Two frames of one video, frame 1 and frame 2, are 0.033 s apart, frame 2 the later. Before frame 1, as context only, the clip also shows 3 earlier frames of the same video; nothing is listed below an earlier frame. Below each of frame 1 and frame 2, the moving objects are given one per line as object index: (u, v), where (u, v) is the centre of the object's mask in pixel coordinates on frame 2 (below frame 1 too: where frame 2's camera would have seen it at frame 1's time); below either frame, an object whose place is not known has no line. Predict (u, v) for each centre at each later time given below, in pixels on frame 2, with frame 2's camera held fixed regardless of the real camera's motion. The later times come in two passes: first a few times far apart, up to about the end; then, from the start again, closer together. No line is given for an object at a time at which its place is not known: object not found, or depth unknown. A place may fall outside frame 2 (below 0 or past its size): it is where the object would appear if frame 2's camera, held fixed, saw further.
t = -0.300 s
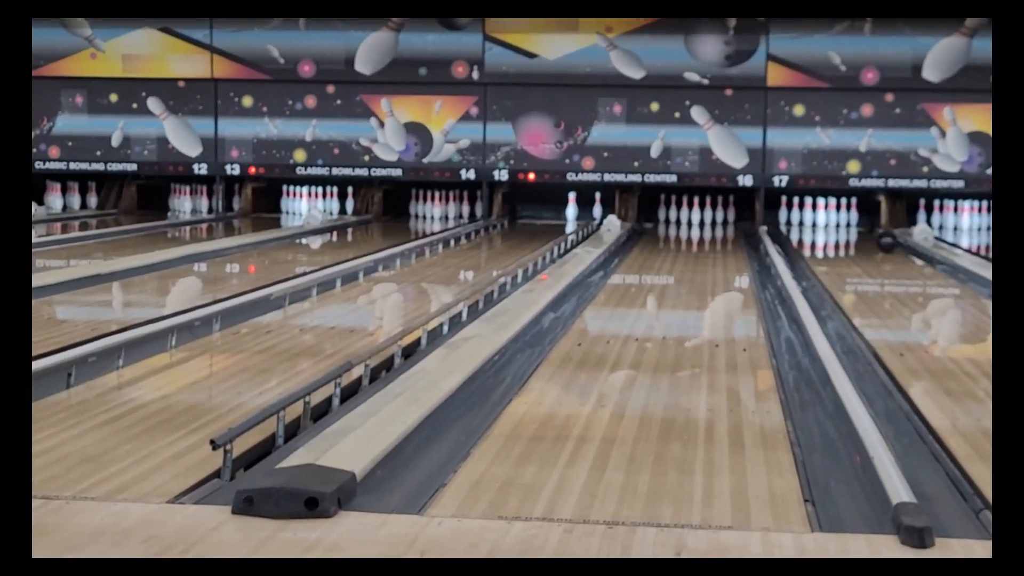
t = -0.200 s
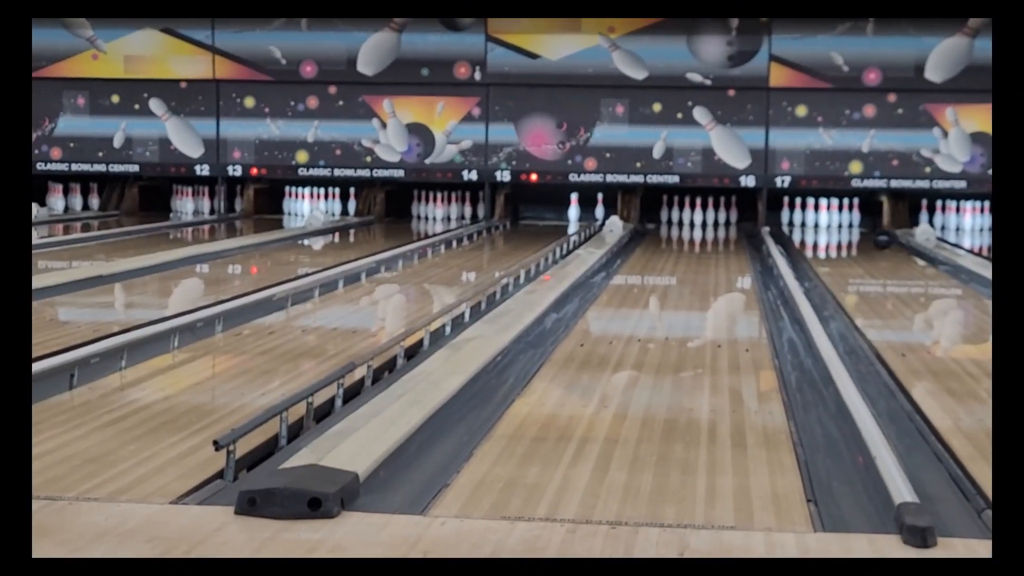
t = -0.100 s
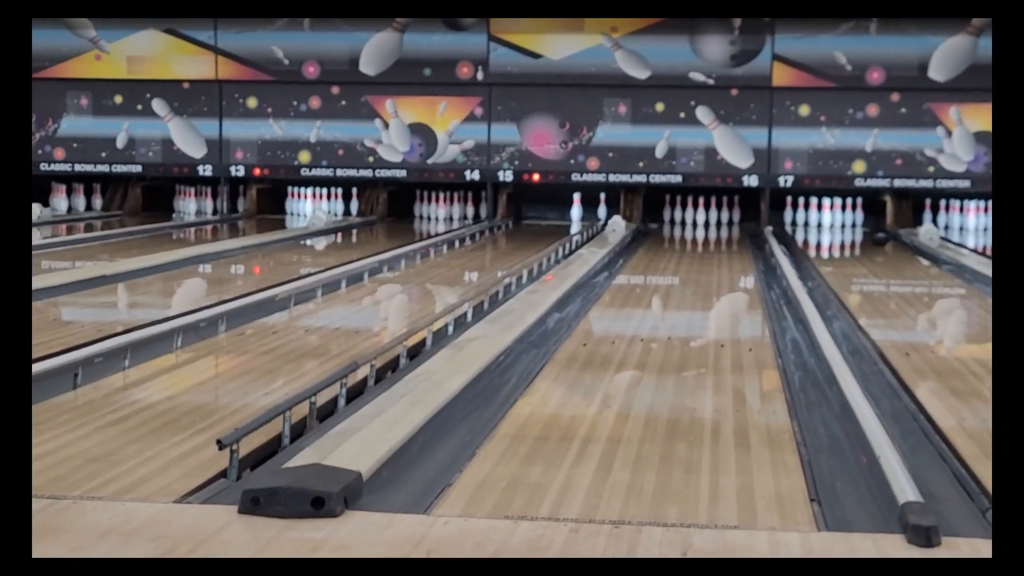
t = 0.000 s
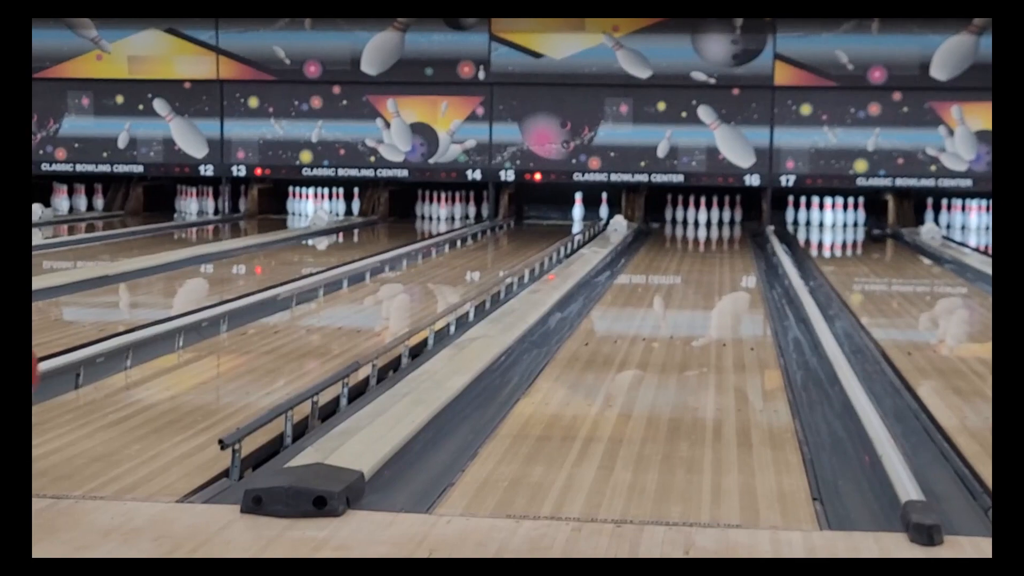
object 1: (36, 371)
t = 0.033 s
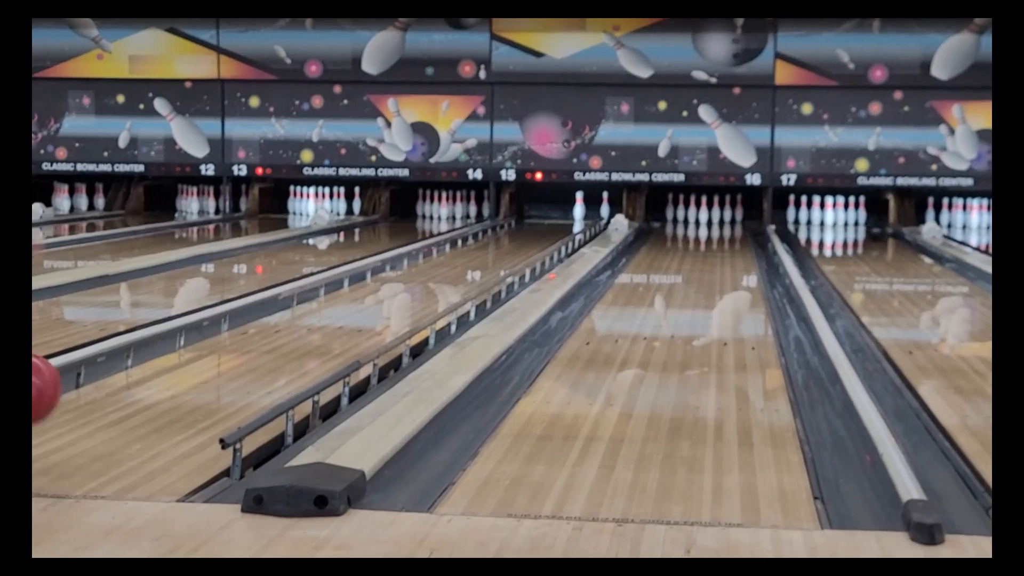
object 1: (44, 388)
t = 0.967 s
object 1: (369, 318)
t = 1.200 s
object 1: (413, 303)
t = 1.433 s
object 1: (449, 287)
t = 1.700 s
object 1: (480, 273)
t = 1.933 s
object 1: (493, 264)
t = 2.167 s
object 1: (504, 257)
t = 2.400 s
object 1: (511, 251)
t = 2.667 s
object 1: (521, 245)
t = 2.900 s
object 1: (532, 241)
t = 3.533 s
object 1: (546, 229)
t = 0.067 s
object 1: (53, 410)
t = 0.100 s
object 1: (65, 430)
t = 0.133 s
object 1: (83, 418)
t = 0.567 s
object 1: (266, 357)
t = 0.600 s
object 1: (276, 353)
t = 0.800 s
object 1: (332, 332)
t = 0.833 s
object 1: (340, 329)
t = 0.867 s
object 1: (348, 326)
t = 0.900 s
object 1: (355, 323)
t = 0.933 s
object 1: (362, 321)
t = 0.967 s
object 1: (369, 318)
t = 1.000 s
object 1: (376, 316)
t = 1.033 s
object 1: (383, 313)
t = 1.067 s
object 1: (389, 311)
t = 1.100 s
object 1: (395, 309)
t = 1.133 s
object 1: (401, 306)
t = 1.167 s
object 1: (407, 304)
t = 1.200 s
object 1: (413, 303)
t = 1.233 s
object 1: (418, 301)
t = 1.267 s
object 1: (424, 298)
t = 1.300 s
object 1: (429, 296)
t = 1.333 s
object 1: (434, 294)
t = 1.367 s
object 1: (439, 292)
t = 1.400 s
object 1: (444, 289)
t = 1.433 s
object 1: (449, 287)
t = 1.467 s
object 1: (453, 285)
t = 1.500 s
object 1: (457, 283)
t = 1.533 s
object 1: (461, 281)
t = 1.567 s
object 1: (466, 280)
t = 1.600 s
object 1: (469, 278)
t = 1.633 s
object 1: (473, 276)
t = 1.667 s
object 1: (477, 274)
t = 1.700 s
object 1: (480, 273)
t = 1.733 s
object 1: (483, 271)
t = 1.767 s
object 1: (484, 270)
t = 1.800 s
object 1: (485, 269)
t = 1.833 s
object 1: (486, 268)
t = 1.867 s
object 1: (489, 267)
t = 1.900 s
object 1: (492, 265)
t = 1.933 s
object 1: (493, 264)
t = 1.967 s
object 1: (495, 263)
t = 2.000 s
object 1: (497, 262)
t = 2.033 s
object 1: (499, 261)
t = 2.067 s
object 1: (501, 260)
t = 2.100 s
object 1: (501, 259)
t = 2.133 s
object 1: (502, 258)
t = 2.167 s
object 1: (504, 257)
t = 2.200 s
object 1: (505, 256)
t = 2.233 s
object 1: (506, 255)
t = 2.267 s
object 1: (508, 254)
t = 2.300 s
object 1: (509, 253)
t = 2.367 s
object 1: (511, 252)
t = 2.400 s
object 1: (511, 251)
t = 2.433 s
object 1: (513, 250)
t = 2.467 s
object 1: (514, 249)
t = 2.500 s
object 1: (516, 248)
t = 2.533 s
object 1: (517, 247)
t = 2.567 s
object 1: (517, 247)
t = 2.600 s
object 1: (518, 247)
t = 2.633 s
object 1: (520, 246)
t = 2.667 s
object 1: (521, 245)
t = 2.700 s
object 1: (522, 244)
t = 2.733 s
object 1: (521, 243)
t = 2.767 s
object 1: (521, 242)
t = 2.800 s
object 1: (522, 241)
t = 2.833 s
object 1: (524, 241)
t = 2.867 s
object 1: (527, 241)
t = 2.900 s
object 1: (532, 241)
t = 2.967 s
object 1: (534, 239)
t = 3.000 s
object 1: (535, 239)
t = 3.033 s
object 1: (536, 238)
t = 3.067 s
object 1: (537, 237)
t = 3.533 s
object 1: (546, 229)
